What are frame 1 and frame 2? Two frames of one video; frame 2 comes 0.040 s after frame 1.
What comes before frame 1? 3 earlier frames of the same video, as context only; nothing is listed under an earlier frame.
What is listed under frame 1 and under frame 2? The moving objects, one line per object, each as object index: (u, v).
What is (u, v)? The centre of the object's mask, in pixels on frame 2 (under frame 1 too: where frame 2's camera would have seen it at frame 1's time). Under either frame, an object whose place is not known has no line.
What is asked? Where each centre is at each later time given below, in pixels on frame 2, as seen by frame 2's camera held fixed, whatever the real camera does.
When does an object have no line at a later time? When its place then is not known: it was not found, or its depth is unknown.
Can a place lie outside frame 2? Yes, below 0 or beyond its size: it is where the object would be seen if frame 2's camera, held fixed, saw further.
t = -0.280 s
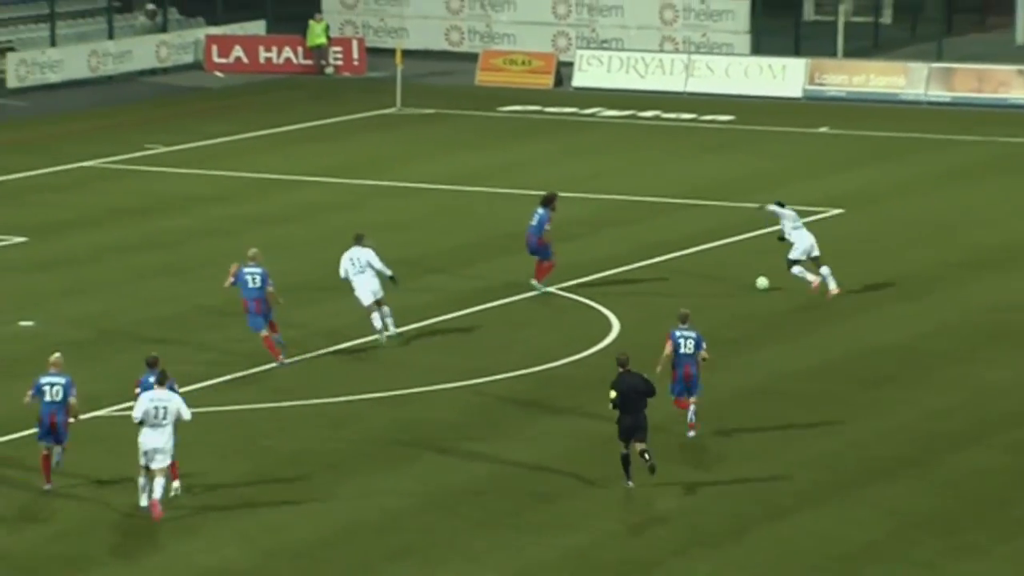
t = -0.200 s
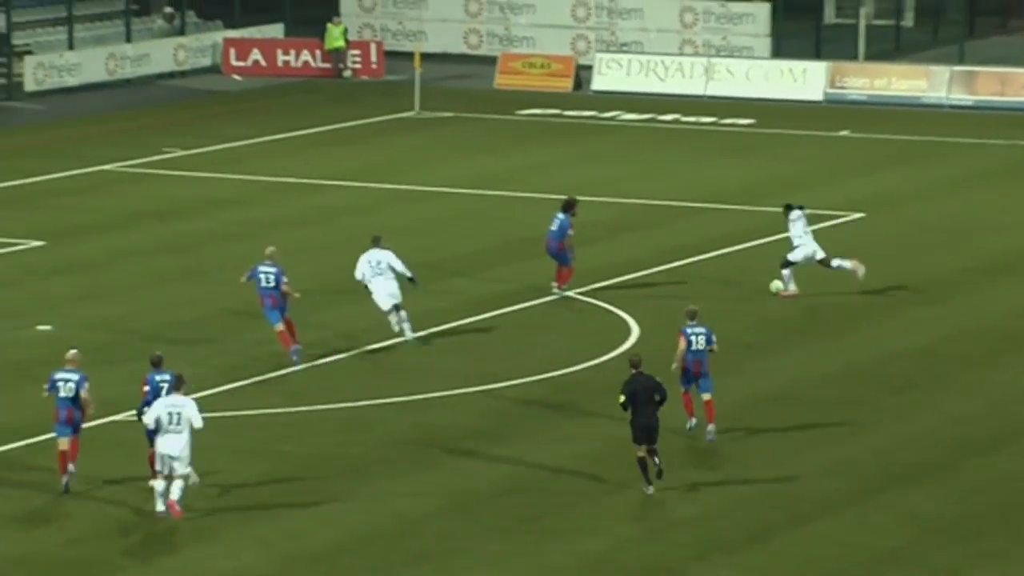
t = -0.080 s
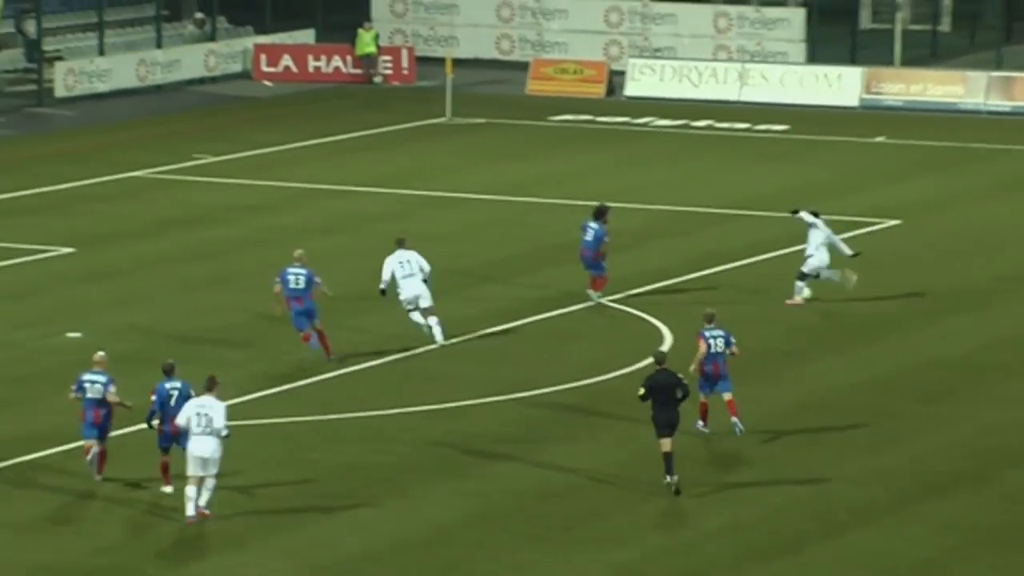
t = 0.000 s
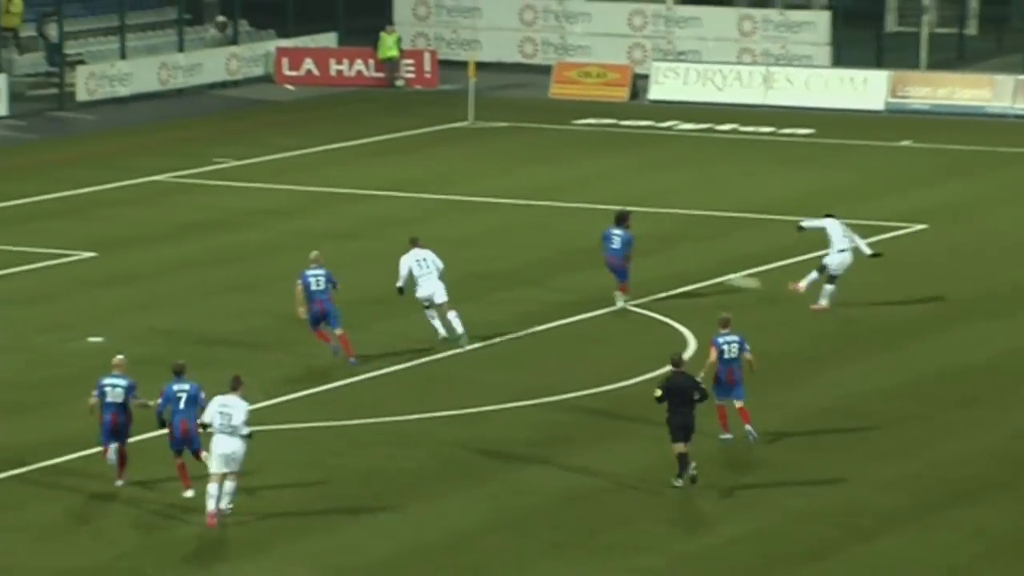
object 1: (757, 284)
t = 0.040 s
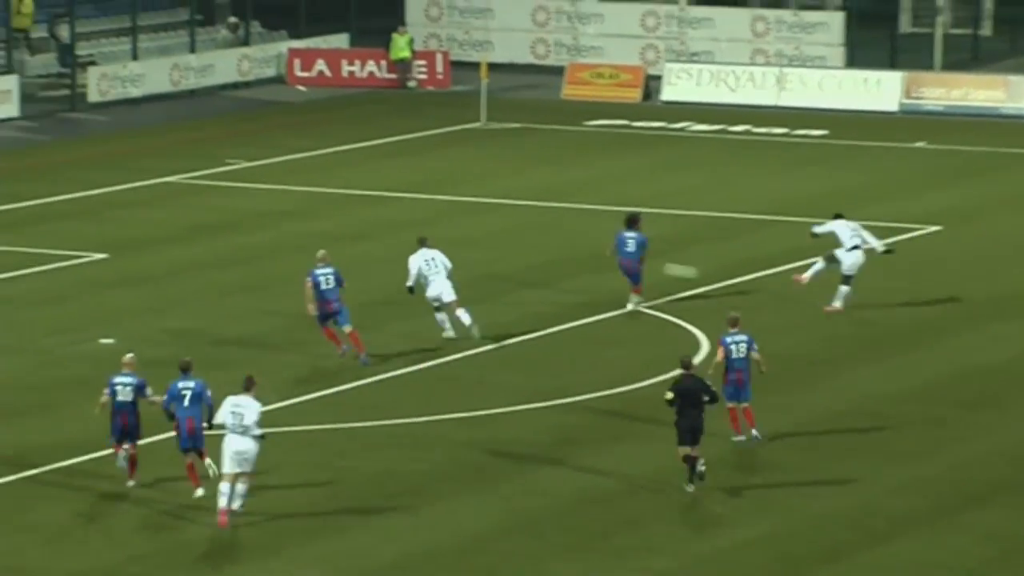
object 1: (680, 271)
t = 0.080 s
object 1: (606, 261)
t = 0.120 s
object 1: (535, 251)
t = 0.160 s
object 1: (464, 242)
